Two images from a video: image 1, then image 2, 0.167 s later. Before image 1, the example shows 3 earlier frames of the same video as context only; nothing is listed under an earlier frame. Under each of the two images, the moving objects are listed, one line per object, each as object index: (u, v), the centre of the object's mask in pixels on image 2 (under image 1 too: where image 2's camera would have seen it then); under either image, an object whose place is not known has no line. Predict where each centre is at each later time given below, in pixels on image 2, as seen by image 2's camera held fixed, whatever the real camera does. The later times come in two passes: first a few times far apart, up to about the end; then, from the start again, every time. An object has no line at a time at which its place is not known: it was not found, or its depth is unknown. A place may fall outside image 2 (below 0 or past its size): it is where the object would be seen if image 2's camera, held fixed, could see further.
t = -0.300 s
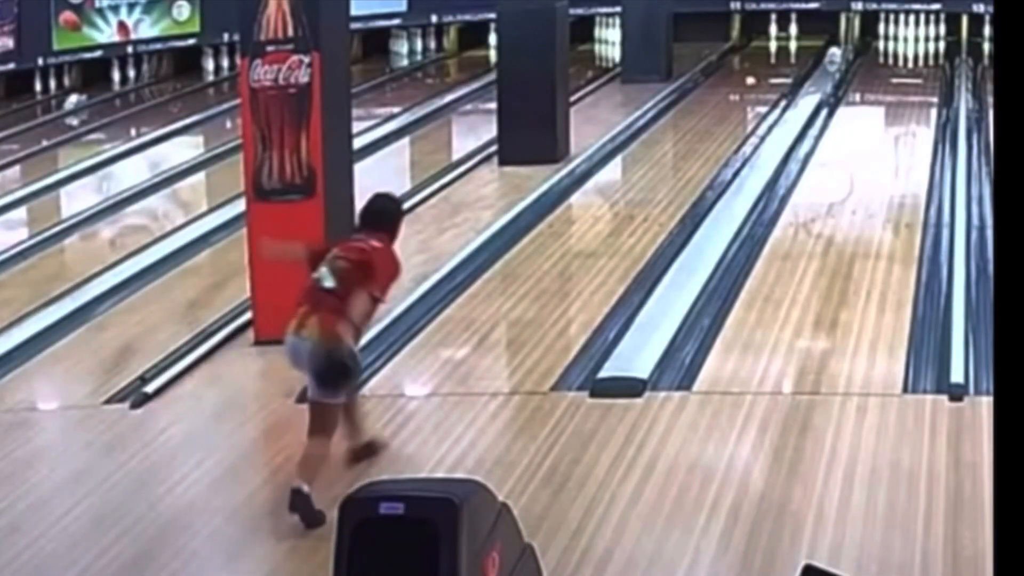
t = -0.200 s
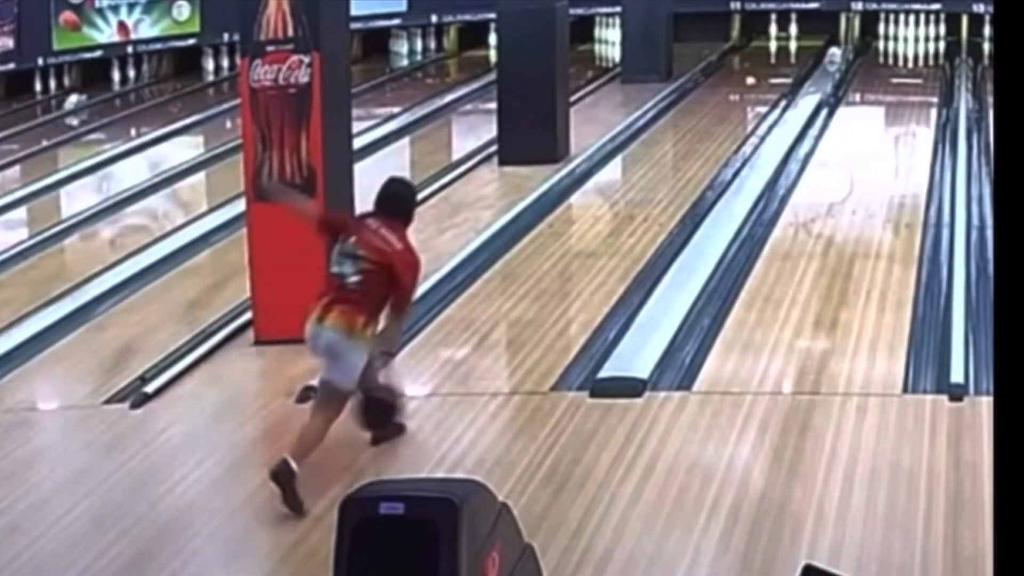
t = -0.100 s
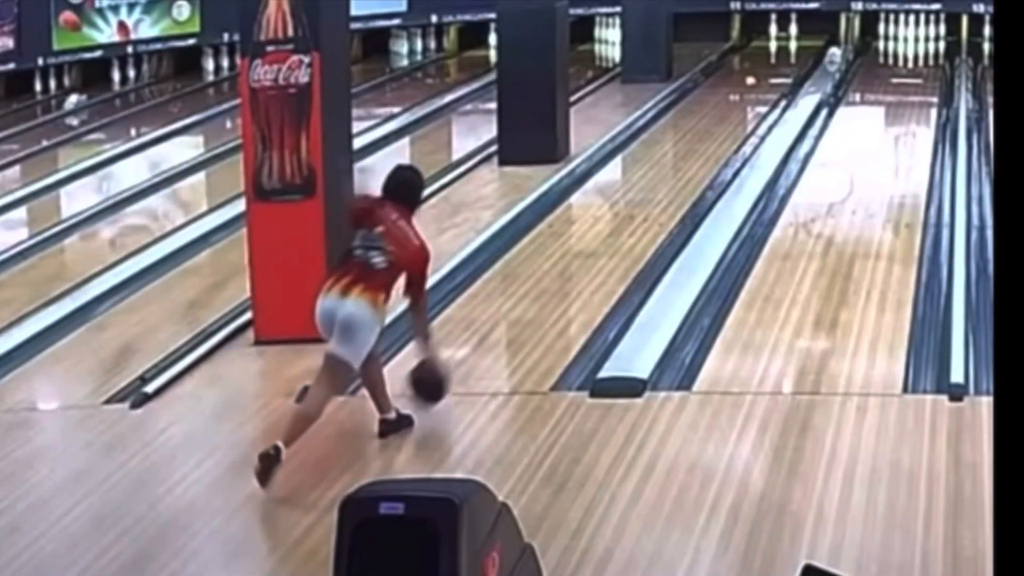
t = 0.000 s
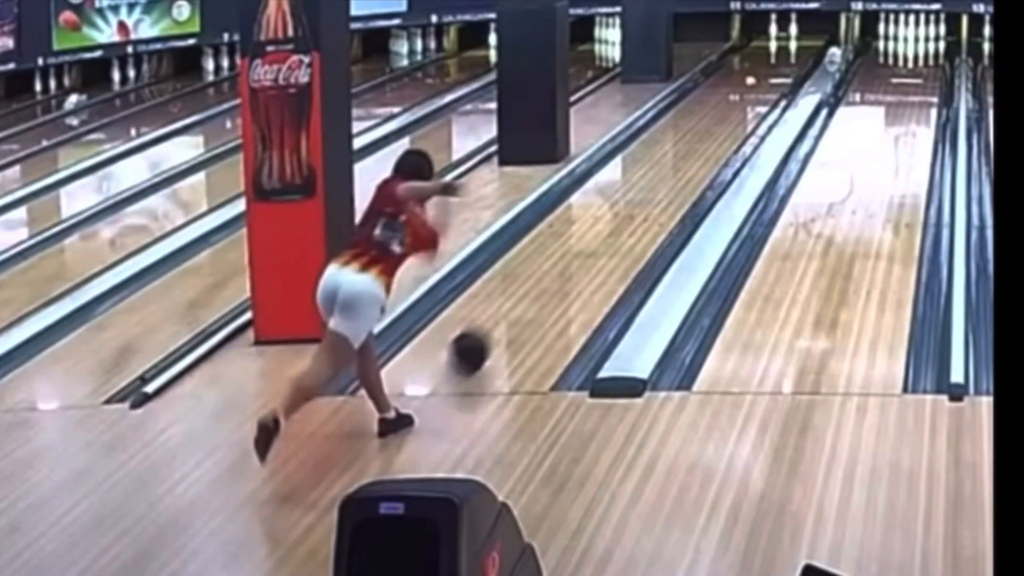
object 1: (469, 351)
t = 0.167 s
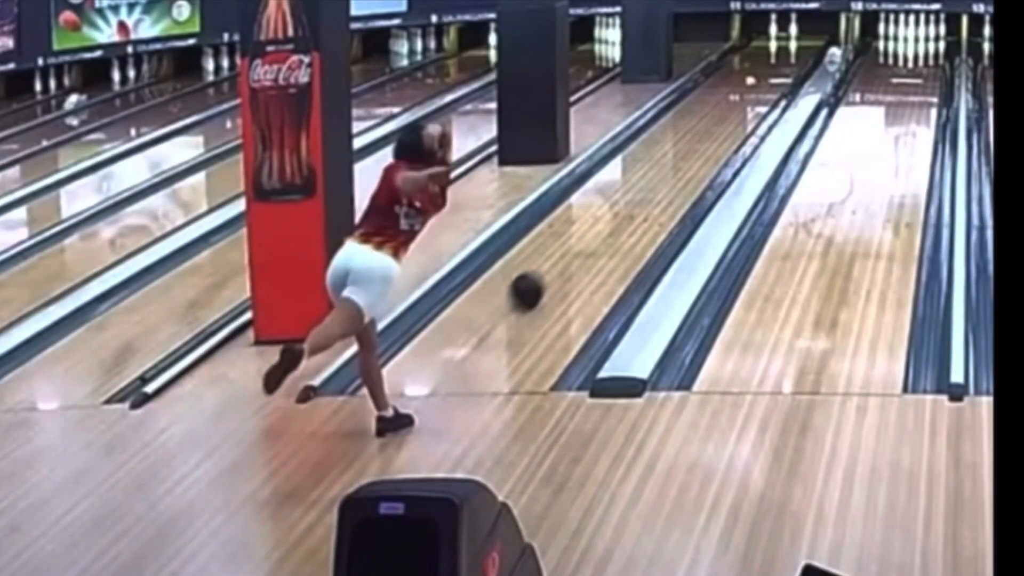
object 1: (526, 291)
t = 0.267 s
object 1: (555, 262)
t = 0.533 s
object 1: (615, 200)
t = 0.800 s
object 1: (659, 155)
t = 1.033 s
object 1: (690, 125)
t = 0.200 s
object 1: (536, 281)
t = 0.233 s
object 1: (546, 271)
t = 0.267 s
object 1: (555, 262)
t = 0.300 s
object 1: (564, 252)
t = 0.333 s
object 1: (571, 244)
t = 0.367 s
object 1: (579, 236)
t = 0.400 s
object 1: (587, 228)
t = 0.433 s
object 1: (594, 221)
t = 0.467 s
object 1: (602, 213)
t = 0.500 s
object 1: (609, 206)
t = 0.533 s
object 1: (615, 200)
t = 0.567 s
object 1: (622, 193)
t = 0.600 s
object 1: (628, 187)
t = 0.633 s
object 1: (633, 181)
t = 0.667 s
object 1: (639, 176)
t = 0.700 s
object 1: (644, 170)
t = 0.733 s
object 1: (650, 165)
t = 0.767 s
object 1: (654, 160)
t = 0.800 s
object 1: (659, 155)
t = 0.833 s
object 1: (664, 150)
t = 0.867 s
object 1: (669, 146)
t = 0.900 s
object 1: (673, 141)
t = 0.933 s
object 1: (678, 137)
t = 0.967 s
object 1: (682, 133)
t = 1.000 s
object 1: (686, 129)
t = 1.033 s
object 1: (690, 125)
